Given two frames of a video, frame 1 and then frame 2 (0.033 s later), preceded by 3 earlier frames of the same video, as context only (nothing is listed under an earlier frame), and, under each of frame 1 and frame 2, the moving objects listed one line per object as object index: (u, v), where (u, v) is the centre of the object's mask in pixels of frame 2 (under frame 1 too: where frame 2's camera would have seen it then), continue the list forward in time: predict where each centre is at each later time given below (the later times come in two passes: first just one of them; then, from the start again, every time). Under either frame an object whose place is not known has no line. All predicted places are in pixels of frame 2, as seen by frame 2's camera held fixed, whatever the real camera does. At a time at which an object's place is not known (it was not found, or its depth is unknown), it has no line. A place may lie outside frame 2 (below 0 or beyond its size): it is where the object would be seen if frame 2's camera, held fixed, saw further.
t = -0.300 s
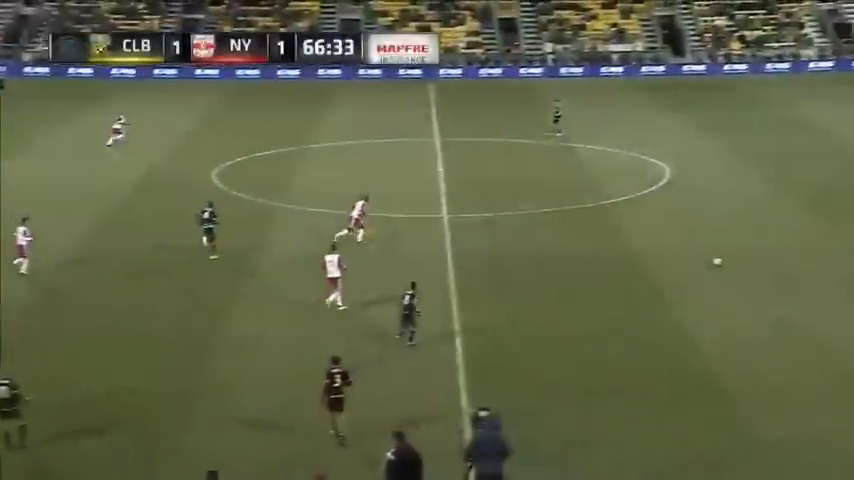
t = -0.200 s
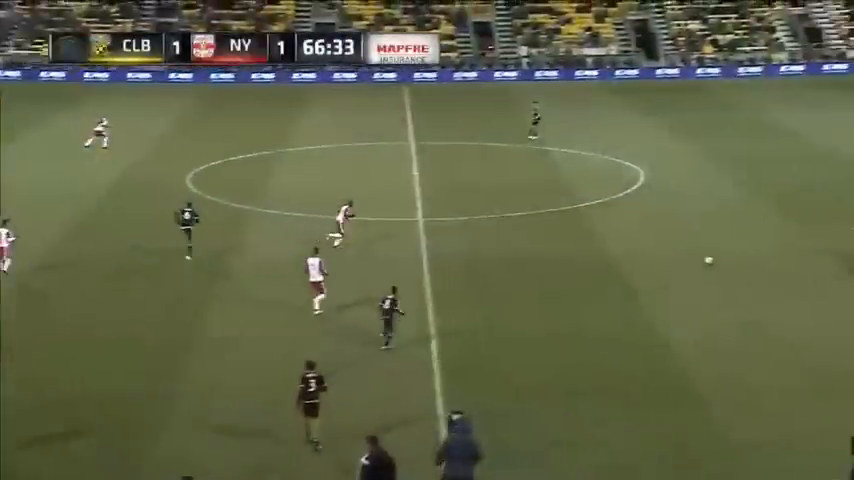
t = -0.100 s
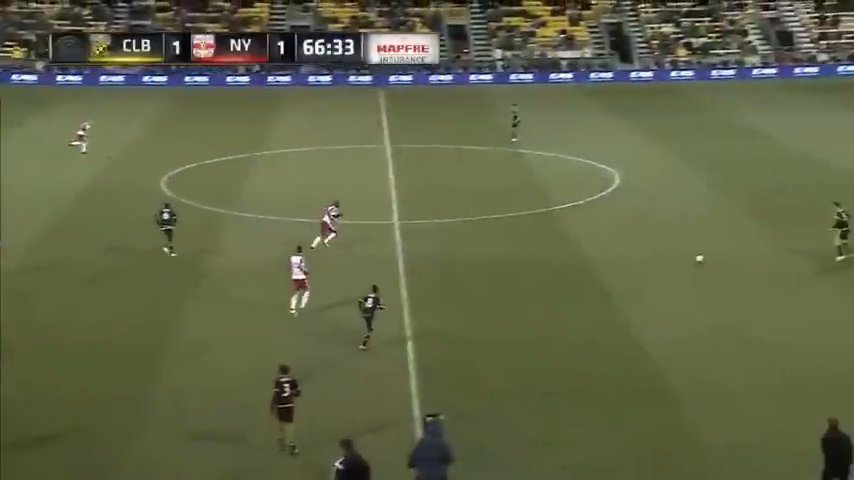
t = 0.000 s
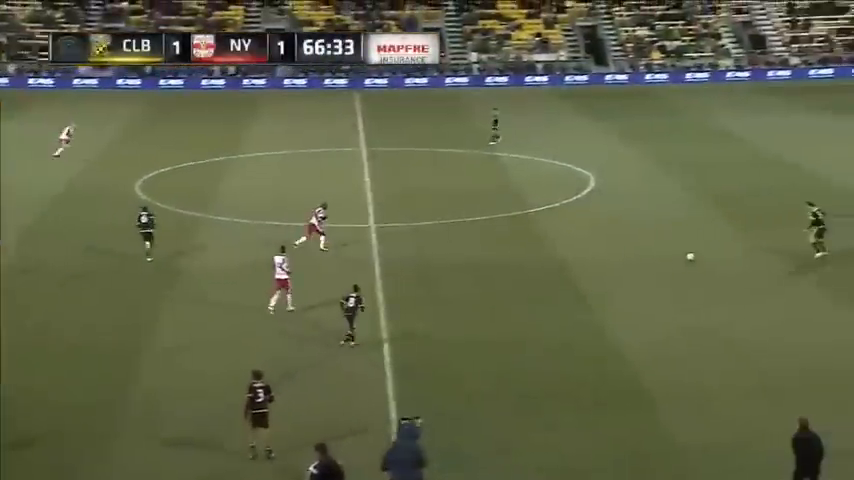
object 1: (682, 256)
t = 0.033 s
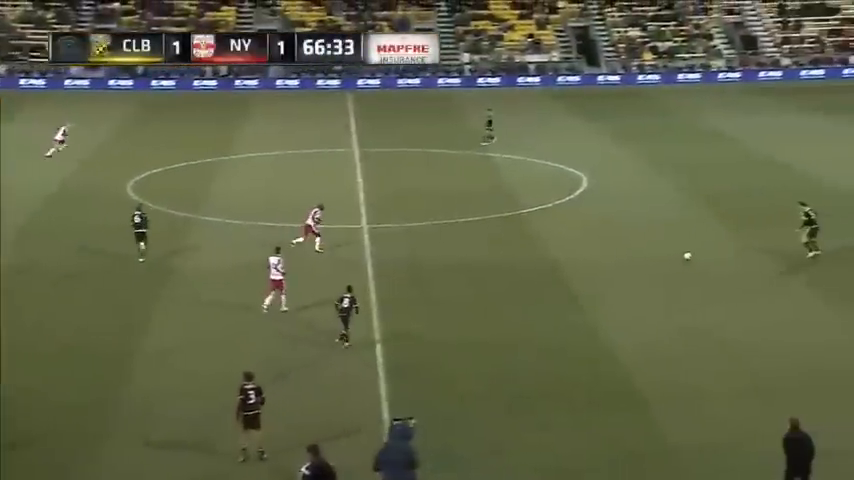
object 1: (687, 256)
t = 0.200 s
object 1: (712, 249)
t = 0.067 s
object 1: (692, 255)
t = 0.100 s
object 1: (697, 254)
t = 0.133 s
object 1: (703, 252)
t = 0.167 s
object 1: (707, 250)
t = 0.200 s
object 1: (712, 249)
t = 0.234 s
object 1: (717, 248)
